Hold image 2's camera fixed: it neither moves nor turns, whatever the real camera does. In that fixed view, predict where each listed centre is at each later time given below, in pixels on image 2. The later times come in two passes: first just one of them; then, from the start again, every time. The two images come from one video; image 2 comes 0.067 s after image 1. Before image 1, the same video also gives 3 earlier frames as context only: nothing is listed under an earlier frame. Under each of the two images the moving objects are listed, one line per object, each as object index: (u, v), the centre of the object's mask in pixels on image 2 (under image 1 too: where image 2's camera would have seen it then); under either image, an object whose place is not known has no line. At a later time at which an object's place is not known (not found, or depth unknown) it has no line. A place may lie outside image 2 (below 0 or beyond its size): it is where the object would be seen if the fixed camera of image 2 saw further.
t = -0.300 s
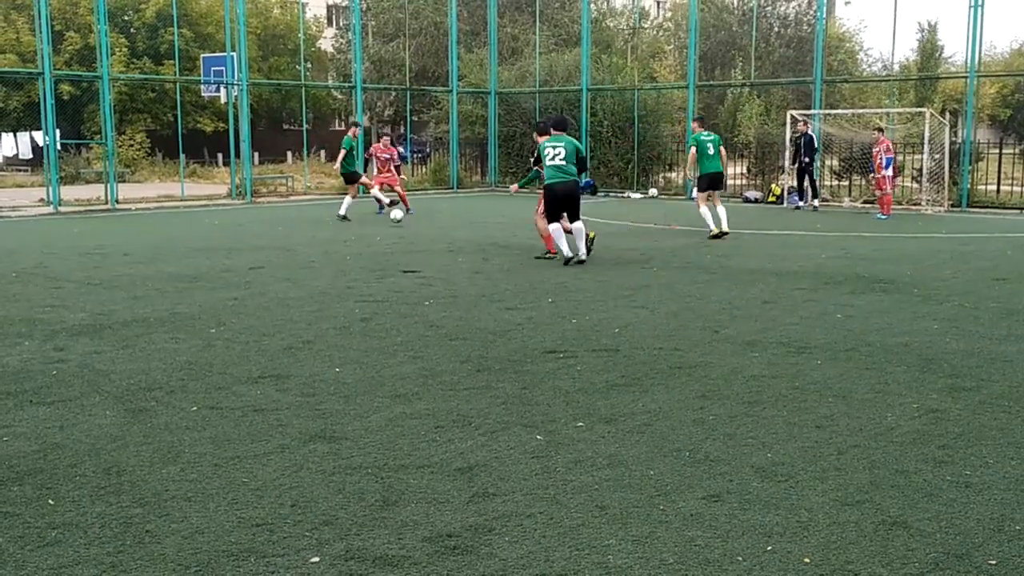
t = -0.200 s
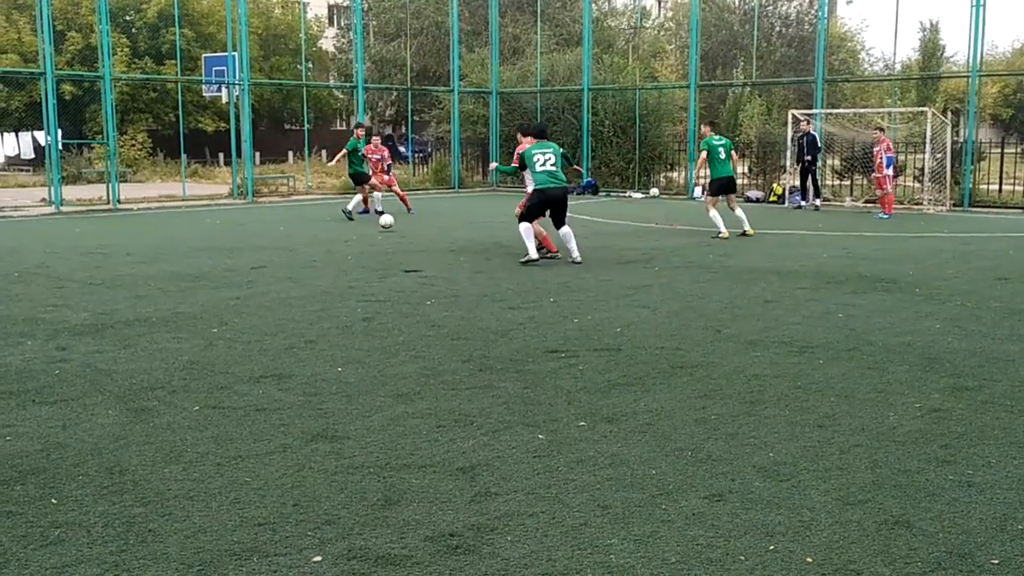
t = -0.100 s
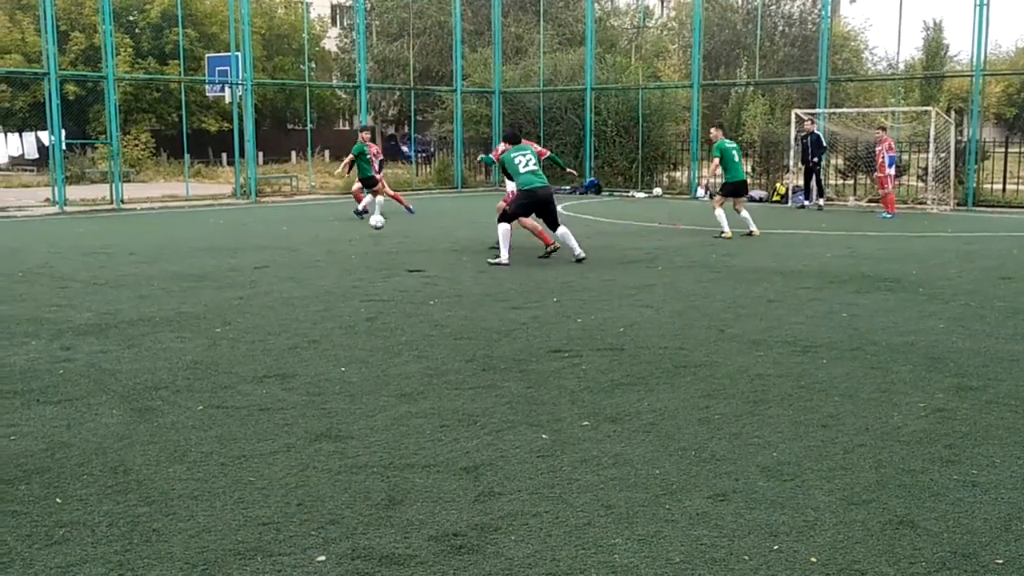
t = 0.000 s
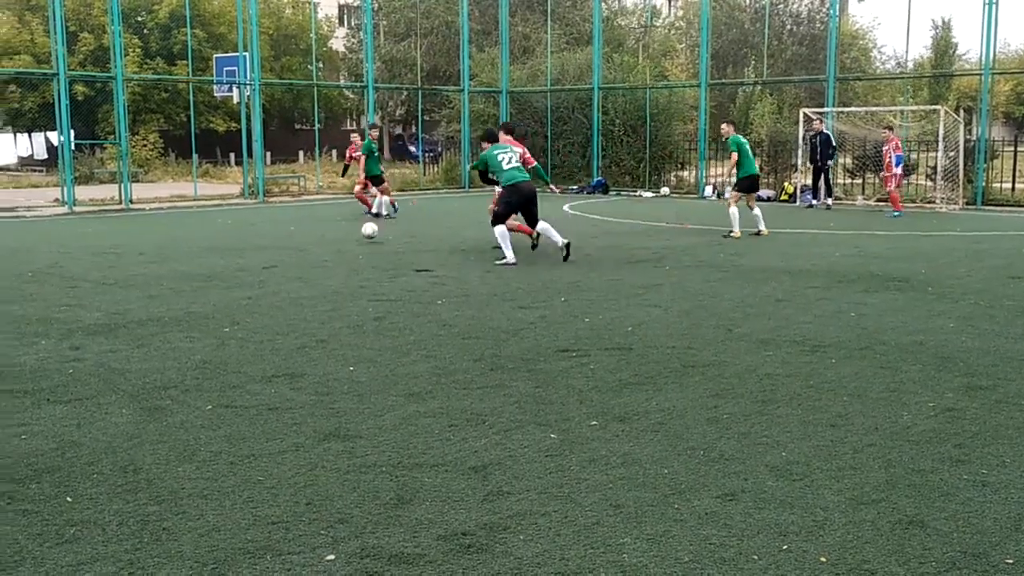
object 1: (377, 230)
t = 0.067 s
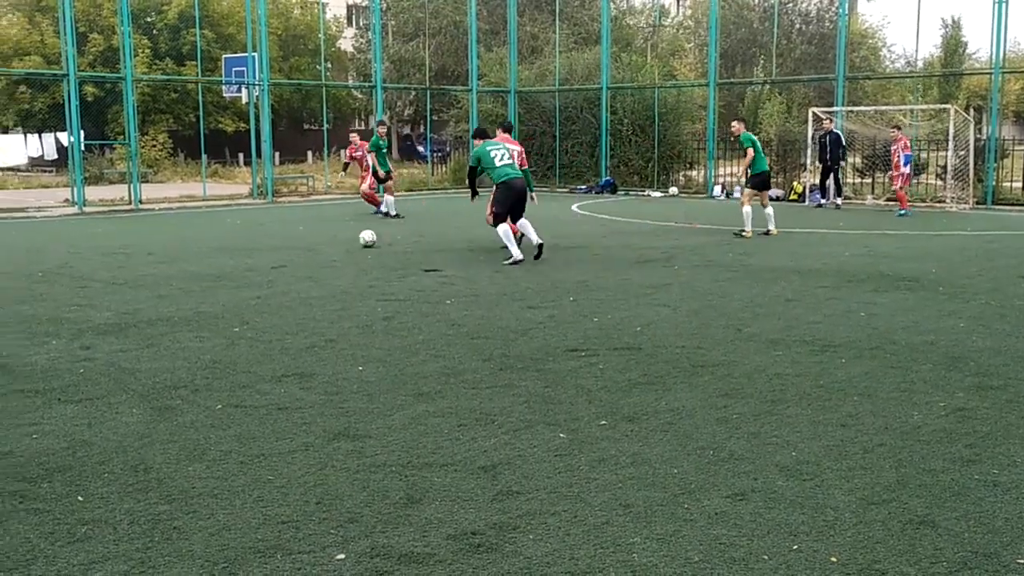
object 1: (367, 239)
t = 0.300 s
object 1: (332, 248)
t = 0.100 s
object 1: (363, 237)
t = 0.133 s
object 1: (358, 236)
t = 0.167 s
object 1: (354, 236)
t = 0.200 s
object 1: (348, 237)
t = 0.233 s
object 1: (344, 240)
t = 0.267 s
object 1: (338, 243)
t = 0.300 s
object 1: (332, 248)
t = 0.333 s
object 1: (326, 253)
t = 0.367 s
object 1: (319, 259)
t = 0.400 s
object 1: (314, 258)
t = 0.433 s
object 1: (308, 258)
